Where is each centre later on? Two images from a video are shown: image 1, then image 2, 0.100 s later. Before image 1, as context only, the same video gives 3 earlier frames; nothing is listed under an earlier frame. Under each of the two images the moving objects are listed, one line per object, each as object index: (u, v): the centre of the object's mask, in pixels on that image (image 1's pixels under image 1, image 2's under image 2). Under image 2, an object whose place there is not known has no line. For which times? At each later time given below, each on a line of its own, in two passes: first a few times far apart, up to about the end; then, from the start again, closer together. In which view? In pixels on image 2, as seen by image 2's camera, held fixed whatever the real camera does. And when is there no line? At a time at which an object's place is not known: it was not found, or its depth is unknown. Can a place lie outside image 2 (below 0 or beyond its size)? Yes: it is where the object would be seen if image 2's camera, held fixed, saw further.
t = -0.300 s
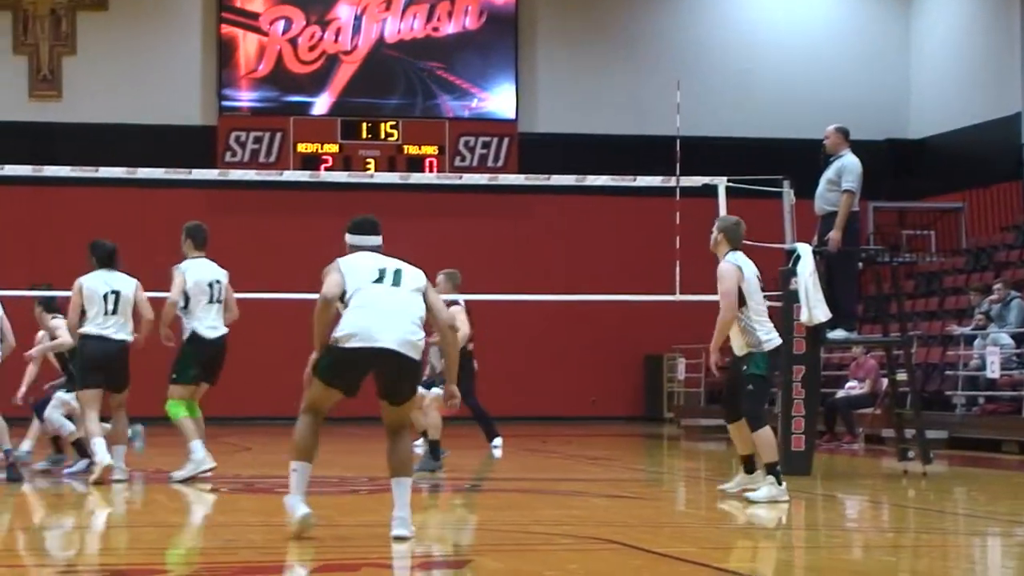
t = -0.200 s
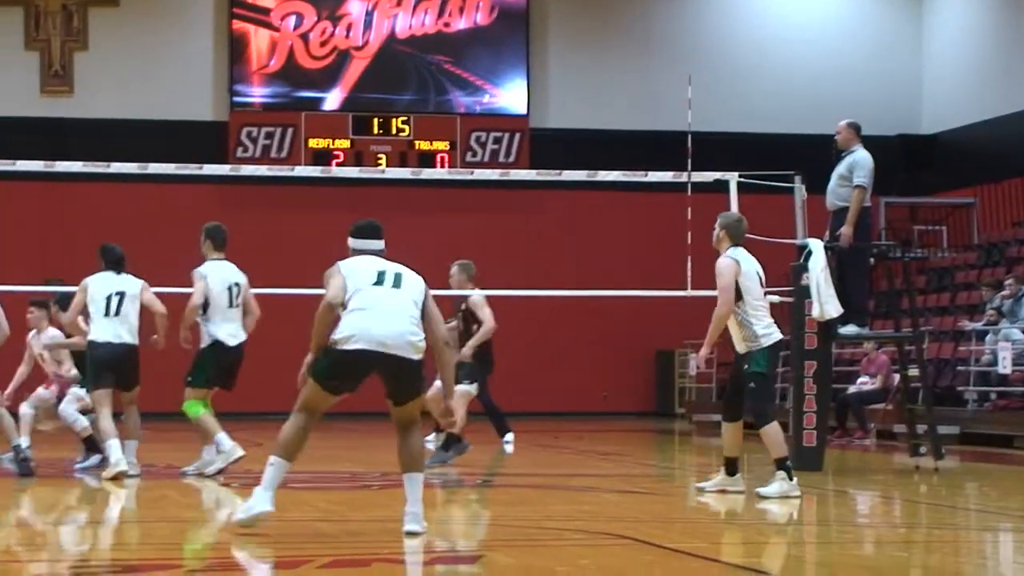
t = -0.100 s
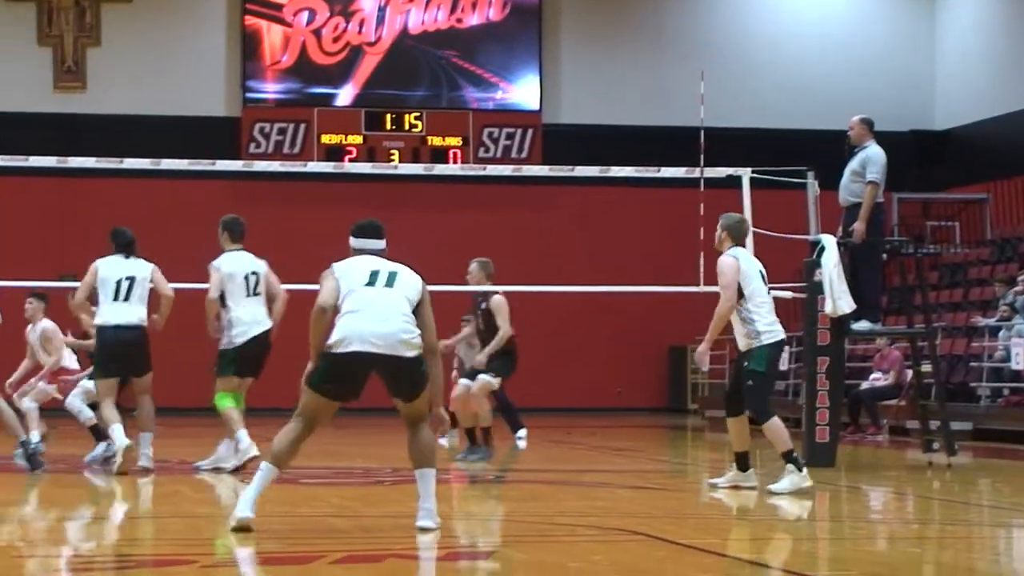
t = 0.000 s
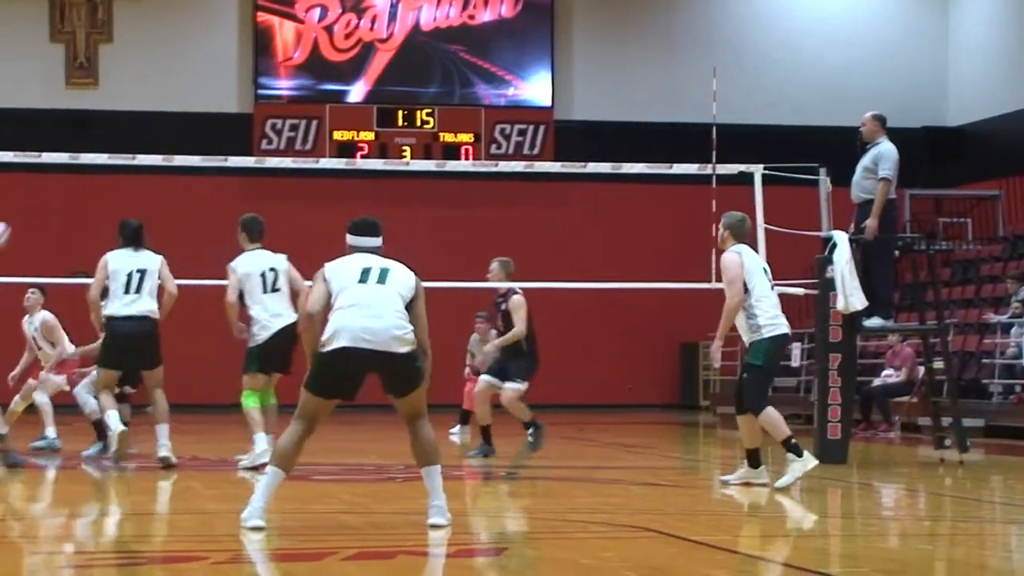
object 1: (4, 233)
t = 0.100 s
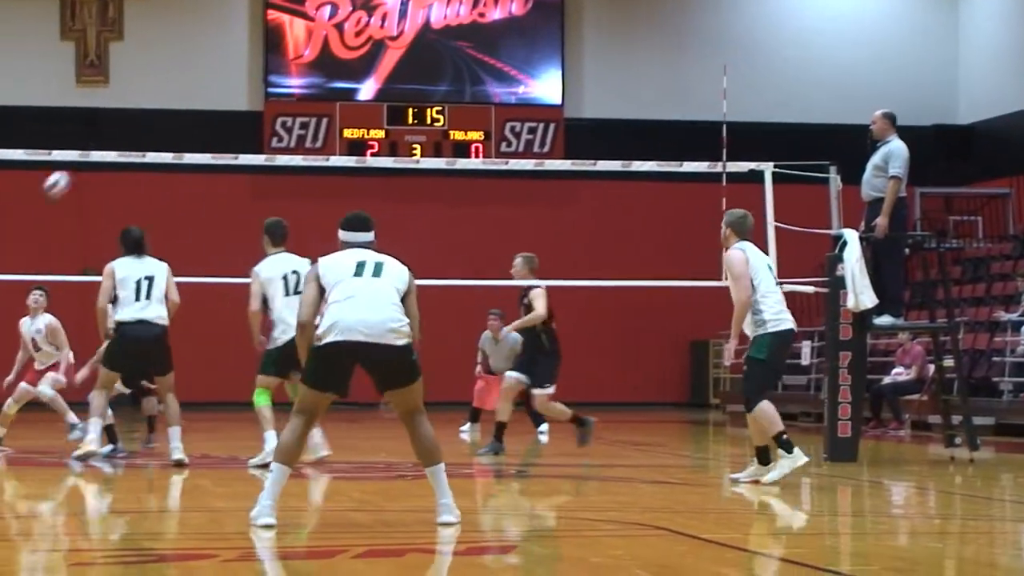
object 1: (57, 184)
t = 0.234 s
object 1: (122, 134)
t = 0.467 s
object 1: (232, 92)
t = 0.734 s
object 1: (352, 112)
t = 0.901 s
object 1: (425, 154)
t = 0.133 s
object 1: (72, 171)
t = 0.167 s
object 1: (89, 165)
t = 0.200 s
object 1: (106, 142)
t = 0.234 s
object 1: (122, 134)
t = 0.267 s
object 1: (138, 125)
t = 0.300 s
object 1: (154, 117)
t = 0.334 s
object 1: (170, 109)
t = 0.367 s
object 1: (186, 104)
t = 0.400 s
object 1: (202, 98)
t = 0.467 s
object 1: (232, 92)
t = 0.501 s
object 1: (246, 89)
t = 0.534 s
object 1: (263, 91)
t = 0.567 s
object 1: (278, 92)
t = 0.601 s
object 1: (293, 95)
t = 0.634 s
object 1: (309, 97)
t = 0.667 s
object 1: (323, 100)
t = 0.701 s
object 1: (337, 106)
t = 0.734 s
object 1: (352, 112)
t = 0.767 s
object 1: (367, 119)
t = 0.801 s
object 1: (383, 128)
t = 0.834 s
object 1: (397, 138)
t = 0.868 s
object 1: (410, 147)
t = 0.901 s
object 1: (425, 154)
